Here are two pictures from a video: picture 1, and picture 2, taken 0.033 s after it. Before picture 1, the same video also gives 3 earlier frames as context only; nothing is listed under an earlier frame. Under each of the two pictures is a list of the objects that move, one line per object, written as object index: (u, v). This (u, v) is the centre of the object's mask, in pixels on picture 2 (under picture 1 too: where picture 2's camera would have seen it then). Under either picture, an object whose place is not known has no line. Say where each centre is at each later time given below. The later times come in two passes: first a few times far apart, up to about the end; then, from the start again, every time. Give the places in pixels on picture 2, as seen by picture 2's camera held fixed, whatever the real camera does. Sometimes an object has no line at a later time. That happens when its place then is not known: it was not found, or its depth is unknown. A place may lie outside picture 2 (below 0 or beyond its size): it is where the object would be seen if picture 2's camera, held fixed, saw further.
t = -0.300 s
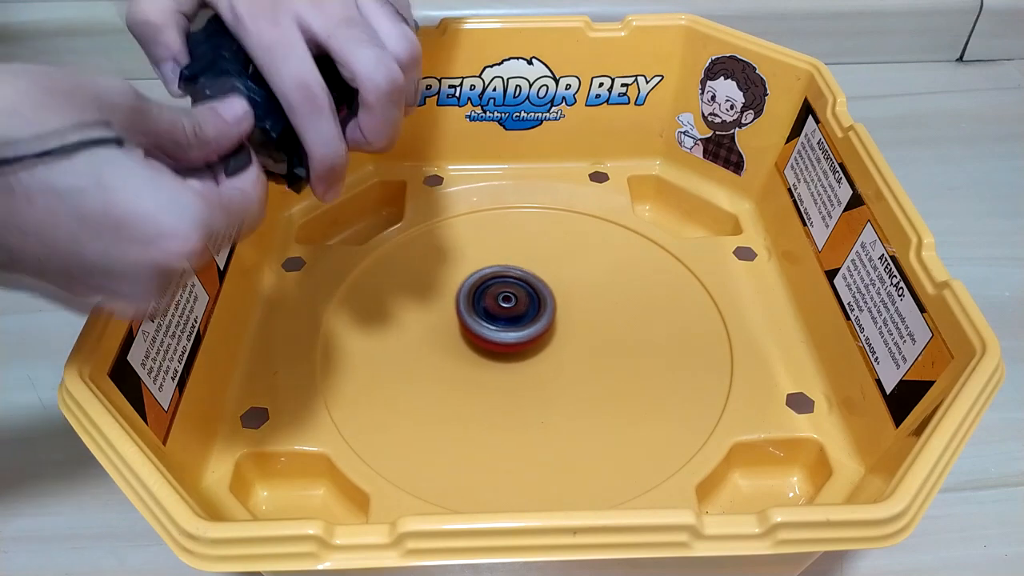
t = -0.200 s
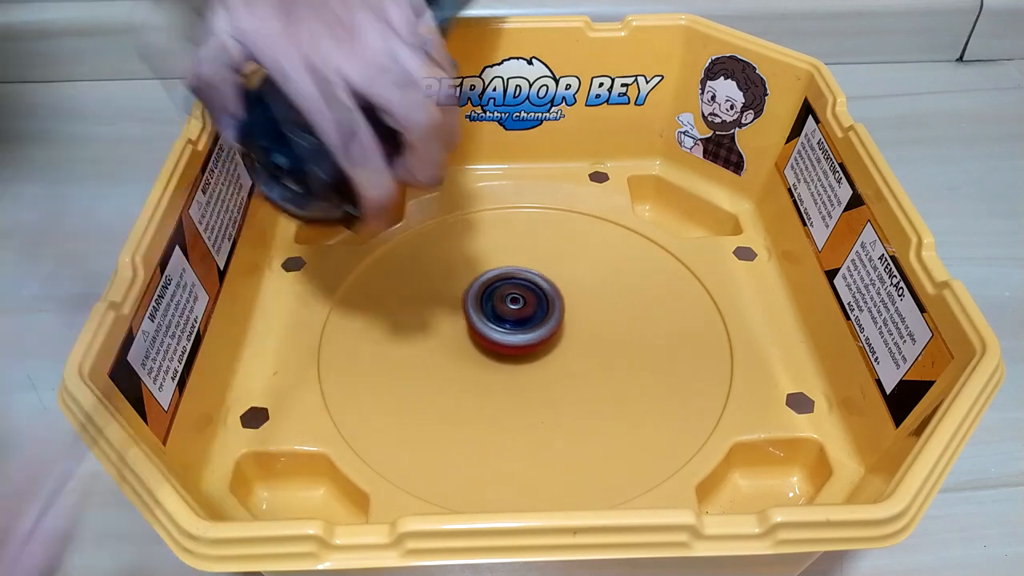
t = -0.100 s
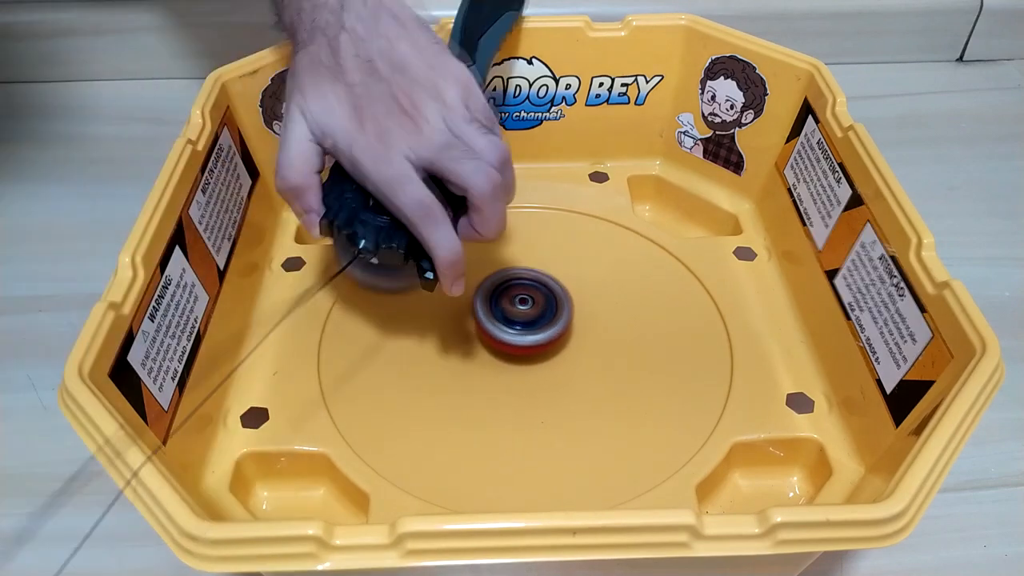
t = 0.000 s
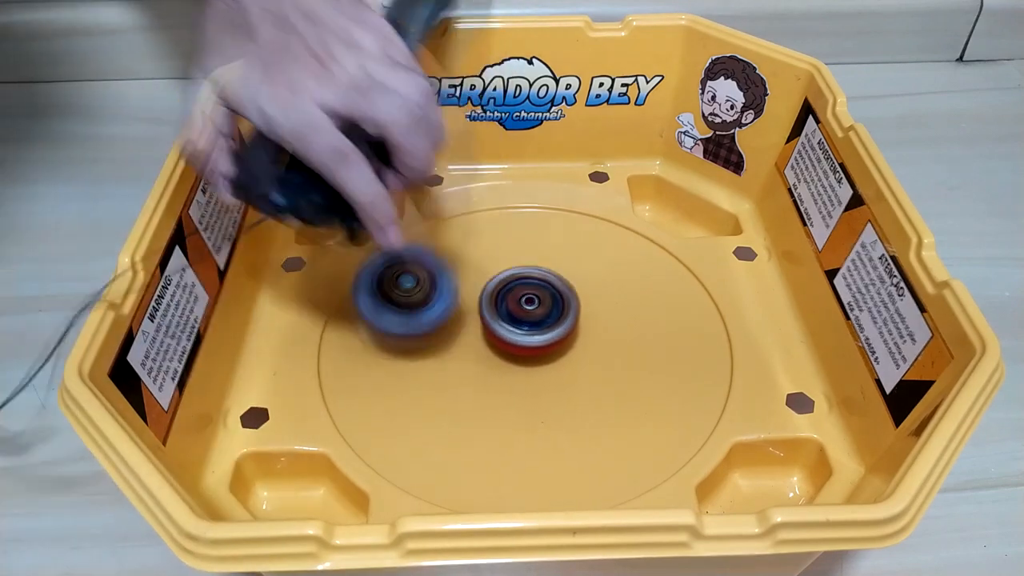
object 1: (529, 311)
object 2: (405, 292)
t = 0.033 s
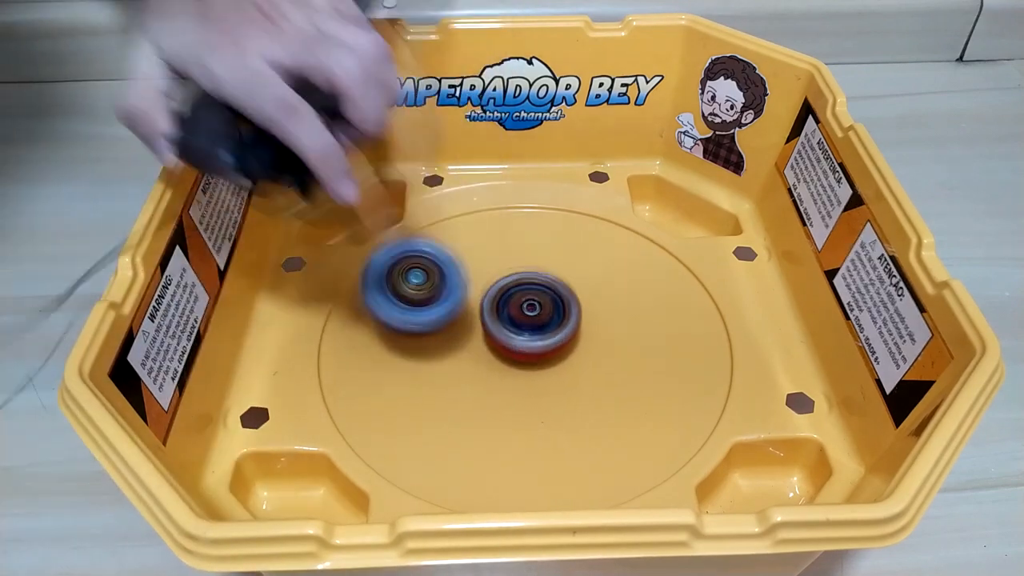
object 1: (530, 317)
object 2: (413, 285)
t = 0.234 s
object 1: (637, 265)
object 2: (344, 374)
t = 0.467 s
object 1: (537, 195)
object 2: (408, 383)
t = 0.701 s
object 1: (454, 258)
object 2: (548, 331)
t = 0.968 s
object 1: (486, 412)
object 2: (619, 356)
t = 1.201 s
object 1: (655, 458)
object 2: (694, 362)
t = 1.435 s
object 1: (667, 440)
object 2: (639, 352)
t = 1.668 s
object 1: (628, 398)
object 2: (466, 263)
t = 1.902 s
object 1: (559, 392)
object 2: (551, 239)
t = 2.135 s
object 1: (492, 396)
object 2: (707, 385)
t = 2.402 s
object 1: (415, 308)
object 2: (334, 357)
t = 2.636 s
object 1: (379, 179)
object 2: (457, 246)
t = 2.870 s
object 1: (337, 223)
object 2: (697, 343)
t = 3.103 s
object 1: (324, 264)
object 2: (600, 484)
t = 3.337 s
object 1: (328, 277)
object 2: (500, 393)
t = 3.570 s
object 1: (388, 157)
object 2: (769, 362)
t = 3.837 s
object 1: (331, 217)
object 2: (642, 324)
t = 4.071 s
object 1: (335, 225)
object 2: (475, 283)
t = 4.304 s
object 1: (388, 394)
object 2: (483, 239)
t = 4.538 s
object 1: (635, 428)
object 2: (537, 229)
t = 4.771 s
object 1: (656, 267)
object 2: (558, 234)
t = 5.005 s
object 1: (659, 191)
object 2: (409, 297)
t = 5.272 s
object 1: (674, 207)
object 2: (385, 281)
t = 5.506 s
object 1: (674, 208)
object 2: (453, 334)
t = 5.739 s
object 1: (674, 207)
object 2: (415, 395)
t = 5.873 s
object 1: (673, 207)
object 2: (402, 366)
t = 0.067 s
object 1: (530, 318)
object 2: (426, 294)
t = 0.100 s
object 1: (549, 313)
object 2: (420, 316)
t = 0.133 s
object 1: (581, 302)
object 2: (398, 346)
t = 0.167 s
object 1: (606, 287)
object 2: (379, 348)
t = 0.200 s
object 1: (627, 280)
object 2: (359, 363)
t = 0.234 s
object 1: (637, 265)
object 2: (344, 374)
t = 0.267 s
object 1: (640, 250)
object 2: (334, 379)
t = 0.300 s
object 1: (638, 234)
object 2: (331, 384)
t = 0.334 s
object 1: (628, 220)
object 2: (336, 387)
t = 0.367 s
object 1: (614, 207)
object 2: (348, 392)
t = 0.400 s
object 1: (594, 198)
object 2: (365, 389)
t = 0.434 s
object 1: (565, 194)
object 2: (384, 387)
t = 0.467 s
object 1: (537, 195)
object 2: (408, 383)
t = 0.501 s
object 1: (515, 199)
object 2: (431, 377)
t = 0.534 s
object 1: (498, 205)
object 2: (454, 369)
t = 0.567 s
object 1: (485, 214)
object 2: (476, 361)
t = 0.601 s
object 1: (474, 223)
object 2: (497, 352)
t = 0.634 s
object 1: (466, 234)
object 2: (516, 344)
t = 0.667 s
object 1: (459, 245)
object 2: (533, 336)
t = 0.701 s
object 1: (454, 258)
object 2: (548, 331)
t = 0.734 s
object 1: (449, 272)
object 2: (561, 327)
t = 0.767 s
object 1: (446, 290)
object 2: (571, 325)
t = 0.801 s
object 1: (447, 309)
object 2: (579, 325)
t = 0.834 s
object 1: (451, 328)
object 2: (584, 328)
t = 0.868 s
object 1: (462, 351)
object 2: (587, 334)
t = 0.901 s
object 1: (477, 369)
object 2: (587, 343)
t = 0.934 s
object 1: (482, 390)
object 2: (597, 350)
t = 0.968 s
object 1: (486, 412)
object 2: (619, 356)
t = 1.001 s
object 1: (503, 432)
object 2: (637, 361)
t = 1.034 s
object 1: (528, 448)
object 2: (651, 368)
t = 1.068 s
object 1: (557, 456)
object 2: (661, 377)
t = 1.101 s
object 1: (589, 459)
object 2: (667, 386)
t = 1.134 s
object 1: (616, 461)
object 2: (675, 384)
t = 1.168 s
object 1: (638, 459)
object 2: (687, 373)
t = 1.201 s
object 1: (655, 458)
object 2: (694, 362)
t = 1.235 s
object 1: (665, 456)
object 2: (697, 354)
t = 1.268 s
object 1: (670, 454)
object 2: (696, 346)
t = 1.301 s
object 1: (674, 451)
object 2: (690, 340)
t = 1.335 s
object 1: (674, 448)
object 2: (682, 339)
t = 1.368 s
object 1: (672, 445)
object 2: (670, 342)
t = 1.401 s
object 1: (668, 441)
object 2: (656, 347)
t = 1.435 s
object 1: (667, 440)
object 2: (639, 352)
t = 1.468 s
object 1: (663, 430)
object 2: (610, 347)
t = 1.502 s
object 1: (661, 427)
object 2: (576, 330)
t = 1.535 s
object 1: (659, 422)
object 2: (543, 315)
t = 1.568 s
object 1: (653, 416)
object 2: (516, 300)
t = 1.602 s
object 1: (646, 409)
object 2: (495, 287)
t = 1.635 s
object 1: (637, 403)
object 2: (477, 273)
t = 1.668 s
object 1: (628, 398)
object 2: (466, 263)
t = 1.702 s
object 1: (618, 394)
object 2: (461, 253)
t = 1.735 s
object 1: (608, 392)
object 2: (461, 247)
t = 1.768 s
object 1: (598, 390)
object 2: (467, 242)
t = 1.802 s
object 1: (588, 389)
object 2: (479, 238)
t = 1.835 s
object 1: (578, 389)
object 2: (498, 236)
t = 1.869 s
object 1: (569, 390)
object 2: (522, 236)
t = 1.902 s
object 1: (559, 392)
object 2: (551, 239)
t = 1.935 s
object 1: (549, 393)
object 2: (585, 245)
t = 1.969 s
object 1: (539, 393)
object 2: (620, 254)
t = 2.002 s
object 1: (530, 396)
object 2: (657, 270)
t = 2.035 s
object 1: (520, 395)
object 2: (691, 291)
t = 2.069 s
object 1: (510, 396)
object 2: (720, 316)
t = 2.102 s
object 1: (501, 396)
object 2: (727, 347)
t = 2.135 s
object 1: (492, 396)
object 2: (707, 385)
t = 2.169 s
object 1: (484, 396)
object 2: (674, 423)
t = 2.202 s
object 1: (475, 394)
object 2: (629, 456)
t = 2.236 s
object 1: (467, 392)
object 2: (565, 468)
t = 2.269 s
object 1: (459, 388)
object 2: (489, 469)
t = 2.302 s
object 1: (452, 373)
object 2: (428, 457)
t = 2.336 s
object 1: (440, 352)
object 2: (385, 420)
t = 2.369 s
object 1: (422, 337)
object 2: (348, 396)
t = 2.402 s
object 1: (415, 308)
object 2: (334, 357)
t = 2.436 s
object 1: (410, 277)
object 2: (339, 324)
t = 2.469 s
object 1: (404, 246)
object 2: (345, 304)
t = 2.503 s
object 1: (399, 211)
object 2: (355, 282)
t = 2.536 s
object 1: (398, 188)
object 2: (372, 267)
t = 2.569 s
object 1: (397, 172)
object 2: (395, 255)
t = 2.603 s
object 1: (387, 165)
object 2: (424, 248)
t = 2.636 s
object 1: (379, 179)
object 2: (457, 246)
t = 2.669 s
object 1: (367, 203)
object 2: (493, 249)
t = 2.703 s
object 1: (336, 218)
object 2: (529, 255)
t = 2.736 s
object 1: (312, 211)
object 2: (566, 265)
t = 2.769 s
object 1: (314, 206)
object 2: (602, 279)
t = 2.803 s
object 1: (326, 213)
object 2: (636, 296)
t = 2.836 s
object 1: (332, 217)
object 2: (668, 317)
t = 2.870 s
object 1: (337, 223)
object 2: (697, 343)
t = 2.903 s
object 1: (337, 230)
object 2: (720, 371)
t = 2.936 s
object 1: (333, 235)
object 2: (722, 393)
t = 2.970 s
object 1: (328, 242)
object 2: (703, 418)
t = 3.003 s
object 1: (325, 247)
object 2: (680, 448)
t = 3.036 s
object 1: (324, 253)
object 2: (656, 465)
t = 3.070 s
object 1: (323, 259)
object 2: (630, 477)
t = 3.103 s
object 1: (324, 264)
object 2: (600, 484)
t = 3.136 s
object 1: (326, 269)
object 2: (567, 476)
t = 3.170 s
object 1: (330, 274)
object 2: (538, 469)
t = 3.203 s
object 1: (335, 284)
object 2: (507, 463)
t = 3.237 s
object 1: (345, 295)
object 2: (474, 442)
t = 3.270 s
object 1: (355, 311)
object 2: (447, 416)
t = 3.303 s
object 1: (367, 320)
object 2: (437, 392)
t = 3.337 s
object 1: (328, 277)
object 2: (500, 393)
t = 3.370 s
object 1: (309, 234)
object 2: (565, 400)
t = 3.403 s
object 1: (295, 207)
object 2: (623, 402)
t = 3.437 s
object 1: (304, 190)
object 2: (675, 399)
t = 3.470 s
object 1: (333, 190)
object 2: (715, 392)
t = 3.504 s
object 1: (365, 196)
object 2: (735, 378)
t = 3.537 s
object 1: (376, 169)
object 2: (752, 372)
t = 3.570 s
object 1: (388, 157)
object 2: (769, 362)
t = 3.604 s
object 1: (400, 165)
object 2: (783, 351)
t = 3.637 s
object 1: (398, 175)
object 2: (776, 344)
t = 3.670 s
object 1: (388, 188)
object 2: (758, 339)
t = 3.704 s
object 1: (363, 200)
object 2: (738, 336)
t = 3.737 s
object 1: (332, 213)
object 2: (718, 331)
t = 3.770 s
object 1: (313, 216)
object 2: (695, 331)
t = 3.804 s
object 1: (320, 213)
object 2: (669, 325)
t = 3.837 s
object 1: (331, 217)
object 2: (642, 324)
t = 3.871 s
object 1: (344, 214)
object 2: (614, 318)
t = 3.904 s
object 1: (361, 212)
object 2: (587, 314)
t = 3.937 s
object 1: (373, 206)
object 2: (560, 310)
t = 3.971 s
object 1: (368, 194)
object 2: (535, 304)
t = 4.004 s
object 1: (342, 189)
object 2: (512, 298)
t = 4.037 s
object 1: (337, 216)
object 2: (491, 291)
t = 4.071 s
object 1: (335, 225)
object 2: (475, 283)
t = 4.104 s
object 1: (335, 231)
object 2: (462, 276)
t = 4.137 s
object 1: (340, 254)
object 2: (453, 269)
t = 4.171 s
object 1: (353, 276)
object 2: (447, 263)
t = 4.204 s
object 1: (361, 296)
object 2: (452, 251)
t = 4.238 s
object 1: (371, 332)
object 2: (463, 243)
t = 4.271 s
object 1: (380, 366)
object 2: (474, 249)
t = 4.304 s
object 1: (388, 394)
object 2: (483, 239)
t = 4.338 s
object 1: (405, 416)
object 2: (494, 239)
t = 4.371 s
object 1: (432, 440)
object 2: (503, 234)
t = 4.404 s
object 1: (471, 450)
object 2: (510, 234)
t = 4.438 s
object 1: (517, 456)
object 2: (520, 231)
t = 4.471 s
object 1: (561, 452)
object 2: (526, 231)
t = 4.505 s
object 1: (599, 441)
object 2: (531, 230)
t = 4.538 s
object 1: (635, 428)
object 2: (537, 229)
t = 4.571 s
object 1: (660, 403)
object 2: (539, 228)
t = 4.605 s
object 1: (680, 379)
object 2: (542, 228)
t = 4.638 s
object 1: (686, 352)
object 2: (545, 226)
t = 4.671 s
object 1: (687, 330)
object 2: (548, 224)
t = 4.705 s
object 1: (683, 304)
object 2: (552, 224)
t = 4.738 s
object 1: (672, 284)
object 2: (555, 226)
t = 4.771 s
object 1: (656, 267)
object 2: (558, 234)
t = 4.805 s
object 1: (645, 253)
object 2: (553, 244)
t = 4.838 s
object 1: (652, 228)
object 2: (529, 256)
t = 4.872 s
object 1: (660, 216)
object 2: (503, 270)
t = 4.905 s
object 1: (658, 195)
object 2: (480, 280)
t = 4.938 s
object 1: (653, 188)
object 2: (454, 290)
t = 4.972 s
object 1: (648, 190)
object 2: (432, 295)
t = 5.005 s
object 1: (659, 191)
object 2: (409, 297)
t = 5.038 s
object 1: (656, 187)
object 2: (388, 296)
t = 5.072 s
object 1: (653, 195)
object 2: (371, 293)
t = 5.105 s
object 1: (658, 195)
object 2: (356, 289)
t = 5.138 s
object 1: (660, 200)
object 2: (344, 283)
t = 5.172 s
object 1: (665, 204)
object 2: (347, 280)
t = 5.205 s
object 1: (670, 205)
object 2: (358, 280)
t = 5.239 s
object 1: (673, 207)
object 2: (370, 279)
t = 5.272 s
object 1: (674, 207)
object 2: (385, 281)
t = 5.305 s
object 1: (674, 208)
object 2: (399, 282)
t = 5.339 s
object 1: (674, 207)
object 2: (410, 285)
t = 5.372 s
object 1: (674, 207)
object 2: (423, 292)
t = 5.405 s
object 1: (674, 208)
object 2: (434, 299)
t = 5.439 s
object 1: (674, 208)
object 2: (440, 309)
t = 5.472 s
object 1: (674, 208)
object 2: (447, 321)
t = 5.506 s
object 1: (674, 208)
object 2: (453, 334)
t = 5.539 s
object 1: (674, 208)
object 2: (454, 347)
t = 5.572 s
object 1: (674, 208)
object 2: (452, 360)
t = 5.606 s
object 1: (674, 207)
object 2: (451, 372)
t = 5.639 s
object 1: (674, 207)
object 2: (446, 381)
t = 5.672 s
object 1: (674, 207)
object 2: (437, 389)
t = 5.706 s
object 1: (674, 207)
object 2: (426, 394)
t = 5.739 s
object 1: (674, 207)
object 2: (415, 395)
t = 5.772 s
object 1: (674, 207)
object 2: (405, 392)
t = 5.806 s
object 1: (674, 207)
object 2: (399, 385)
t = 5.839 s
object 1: (674, 208)
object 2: (397, 375)
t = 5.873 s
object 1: (673, 207)
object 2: (402, 366)
